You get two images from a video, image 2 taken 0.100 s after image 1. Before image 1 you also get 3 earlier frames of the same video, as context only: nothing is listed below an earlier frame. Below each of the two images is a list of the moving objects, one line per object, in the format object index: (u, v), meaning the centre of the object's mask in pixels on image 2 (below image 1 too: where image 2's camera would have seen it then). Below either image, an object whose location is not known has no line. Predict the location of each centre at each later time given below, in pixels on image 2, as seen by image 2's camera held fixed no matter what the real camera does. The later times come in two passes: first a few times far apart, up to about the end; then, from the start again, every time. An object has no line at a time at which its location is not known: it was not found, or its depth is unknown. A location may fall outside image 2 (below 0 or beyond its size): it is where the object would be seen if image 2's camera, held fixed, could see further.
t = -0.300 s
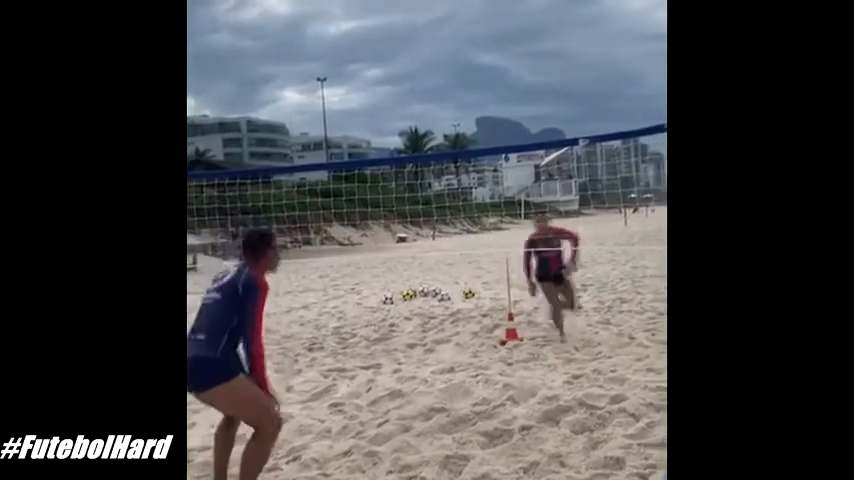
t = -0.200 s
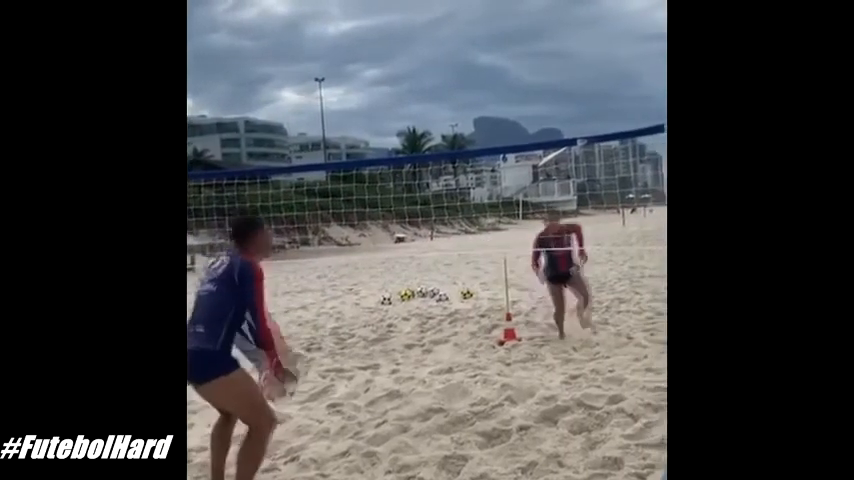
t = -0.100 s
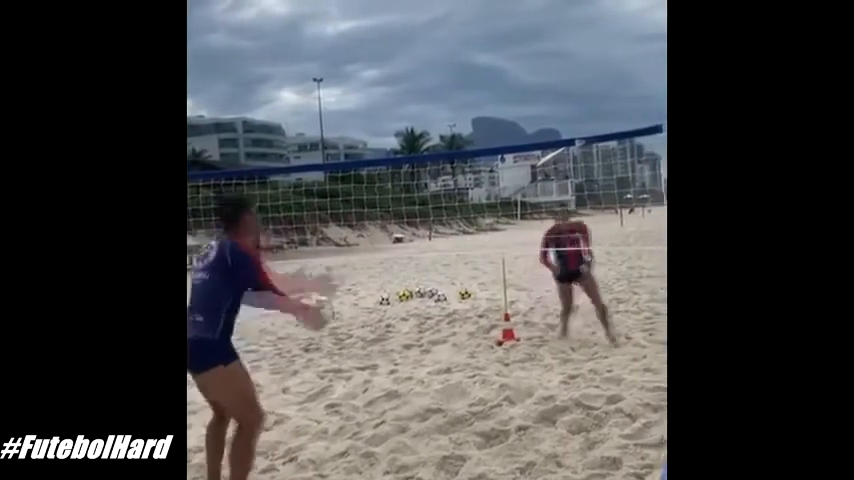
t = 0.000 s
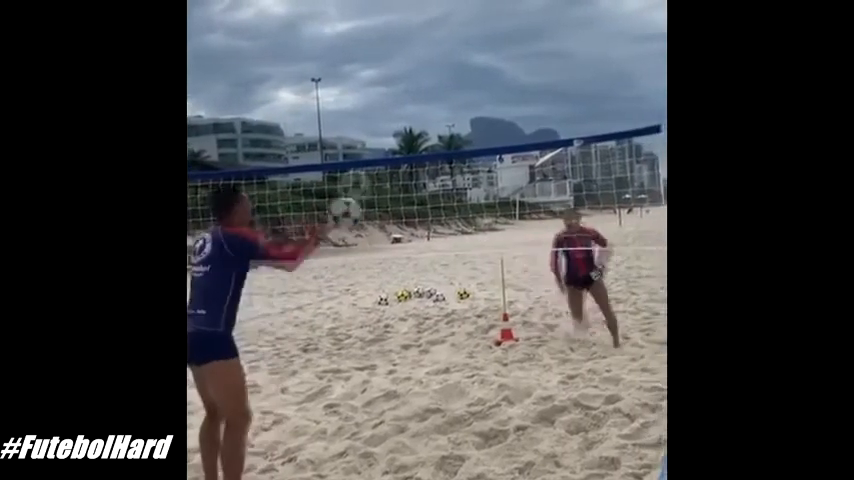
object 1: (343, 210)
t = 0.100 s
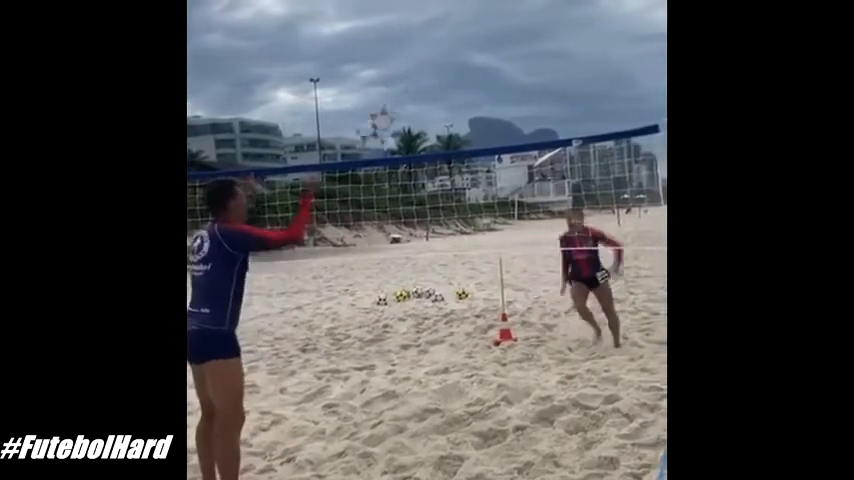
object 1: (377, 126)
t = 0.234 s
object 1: (411, 60)
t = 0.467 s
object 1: (467, 9)
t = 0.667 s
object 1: (511, 22)
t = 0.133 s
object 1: (384, 106)
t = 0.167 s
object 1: (393, 90)
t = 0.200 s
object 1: (403, 74)
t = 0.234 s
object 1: (411, 60)
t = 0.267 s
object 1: (418, 47)
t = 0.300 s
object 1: (427, 36)
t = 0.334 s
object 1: (435, 26)
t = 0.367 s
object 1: (443, 19)
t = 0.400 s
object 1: (451, 13)
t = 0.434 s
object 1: (459, 11)
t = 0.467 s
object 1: (467, 9)
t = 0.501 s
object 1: (474, 8)
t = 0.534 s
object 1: (482, 9)
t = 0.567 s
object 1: (491, 10)
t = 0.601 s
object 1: (498, 12)
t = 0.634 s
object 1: (504, 14)
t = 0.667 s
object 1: (511, 22)
